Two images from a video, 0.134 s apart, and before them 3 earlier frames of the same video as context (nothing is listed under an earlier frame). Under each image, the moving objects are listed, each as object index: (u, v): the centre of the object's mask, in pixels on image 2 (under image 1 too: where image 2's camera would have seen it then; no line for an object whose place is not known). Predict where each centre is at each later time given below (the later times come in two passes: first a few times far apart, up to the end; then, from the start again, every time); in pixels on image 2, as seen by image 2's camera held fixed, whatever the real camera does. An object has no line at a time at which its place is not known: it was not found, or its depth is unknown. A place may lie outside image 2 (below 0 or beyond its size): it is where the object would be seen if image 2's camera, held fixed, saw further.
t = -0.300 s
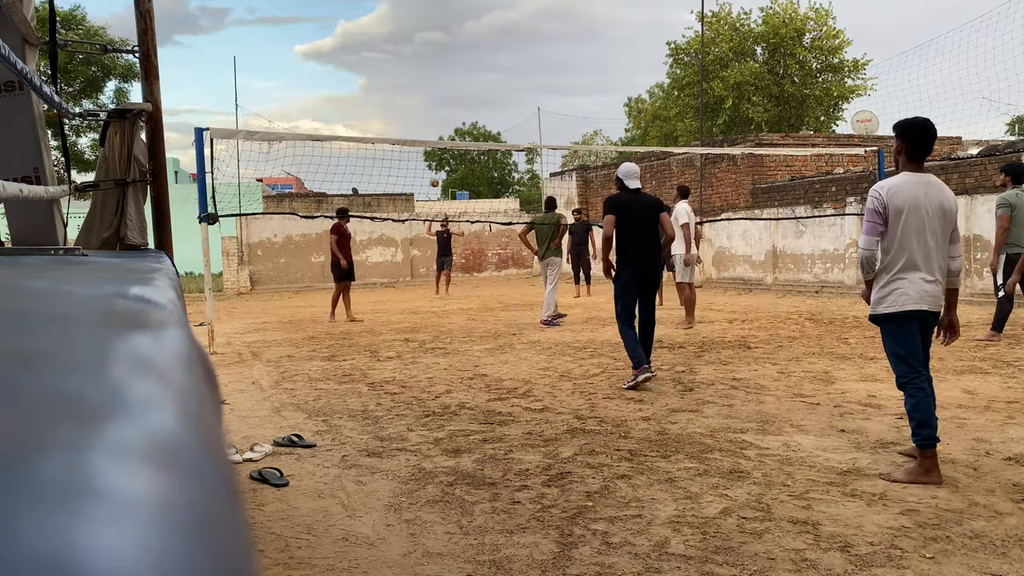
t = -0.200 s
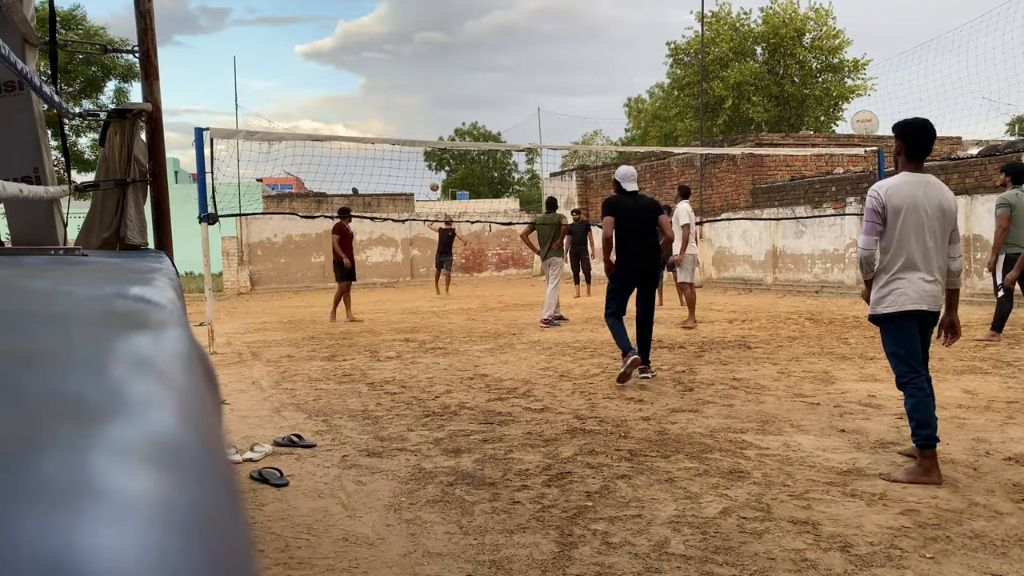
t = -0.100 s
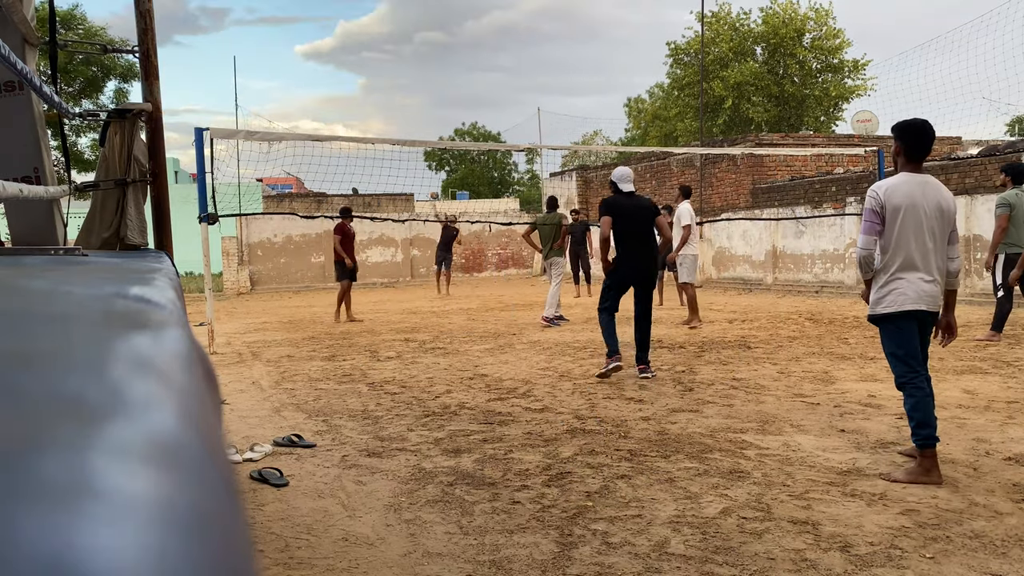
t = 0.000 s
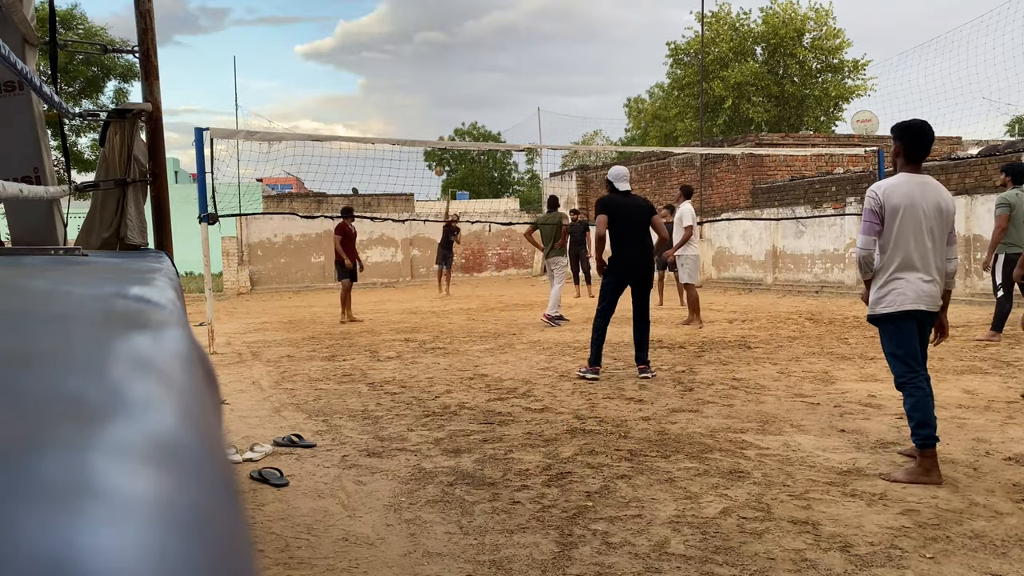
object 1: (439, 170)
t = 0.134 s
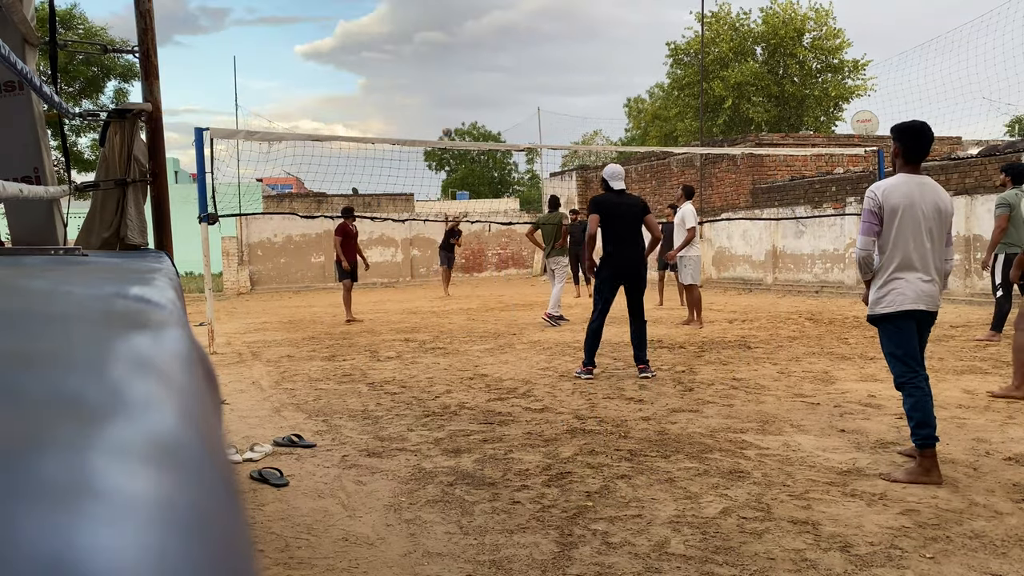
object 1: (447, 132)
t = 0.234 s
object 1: (453, 105)
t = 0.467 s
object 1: (472, 55)
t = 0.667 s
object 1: (493, 26)
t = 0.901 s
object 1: (523, 21)
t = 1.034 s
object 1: (542, 41)
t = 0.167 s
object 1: (449, 123)
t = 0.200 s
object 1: (451, 114)
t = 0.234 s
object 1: (453, 105)
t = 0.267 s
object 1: (455, 97)
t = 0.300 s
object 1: (458, 89)
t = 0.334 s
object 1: (460, 81)
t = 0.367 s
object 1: (463, 75)
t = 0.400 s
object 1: (466, 68)
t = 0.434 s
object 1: (469, 61)
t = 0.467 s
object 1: (472, 55)
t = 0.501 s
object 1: (475, 49)
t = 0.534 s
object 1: (478, 43)
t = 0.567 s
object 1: (482, 38)
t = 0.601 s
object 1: (485, 33)
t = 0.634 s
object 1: (489, 29)
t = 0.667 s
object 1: (493, 26)
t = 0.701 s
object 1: (497, 22)
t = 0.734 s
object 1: (501, 20)
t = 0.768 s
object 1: (505, 18)
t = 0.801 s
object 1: (509, 17)
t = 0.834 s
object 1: (514, 18)
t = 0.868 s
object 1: (518, 19)
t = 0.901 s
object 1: (523, 21)
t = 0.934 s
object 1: (528, 25)
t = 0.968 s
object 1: (534, 30)
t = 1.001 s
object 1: (539, 37)
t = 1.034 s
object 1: (542, 41)
